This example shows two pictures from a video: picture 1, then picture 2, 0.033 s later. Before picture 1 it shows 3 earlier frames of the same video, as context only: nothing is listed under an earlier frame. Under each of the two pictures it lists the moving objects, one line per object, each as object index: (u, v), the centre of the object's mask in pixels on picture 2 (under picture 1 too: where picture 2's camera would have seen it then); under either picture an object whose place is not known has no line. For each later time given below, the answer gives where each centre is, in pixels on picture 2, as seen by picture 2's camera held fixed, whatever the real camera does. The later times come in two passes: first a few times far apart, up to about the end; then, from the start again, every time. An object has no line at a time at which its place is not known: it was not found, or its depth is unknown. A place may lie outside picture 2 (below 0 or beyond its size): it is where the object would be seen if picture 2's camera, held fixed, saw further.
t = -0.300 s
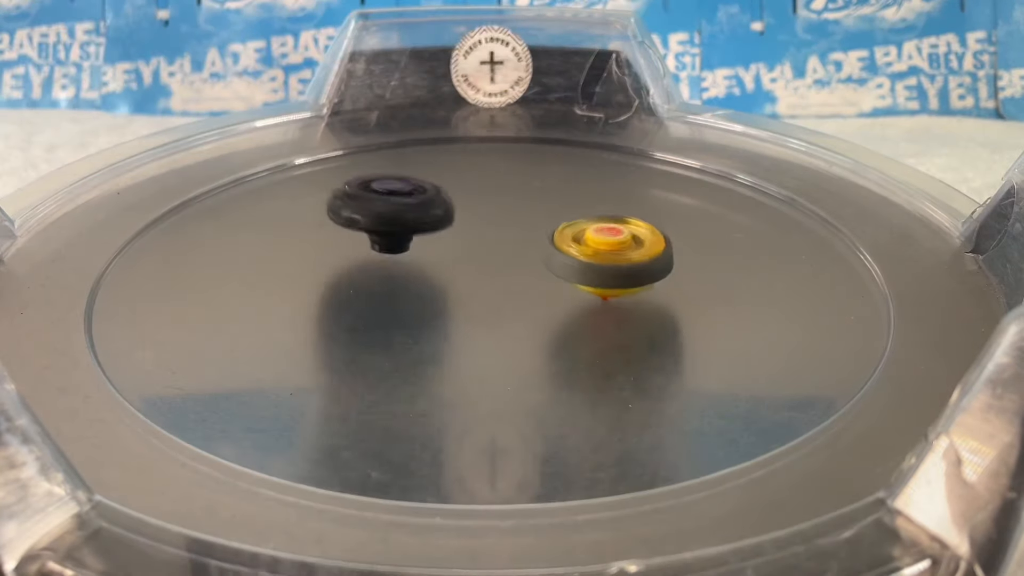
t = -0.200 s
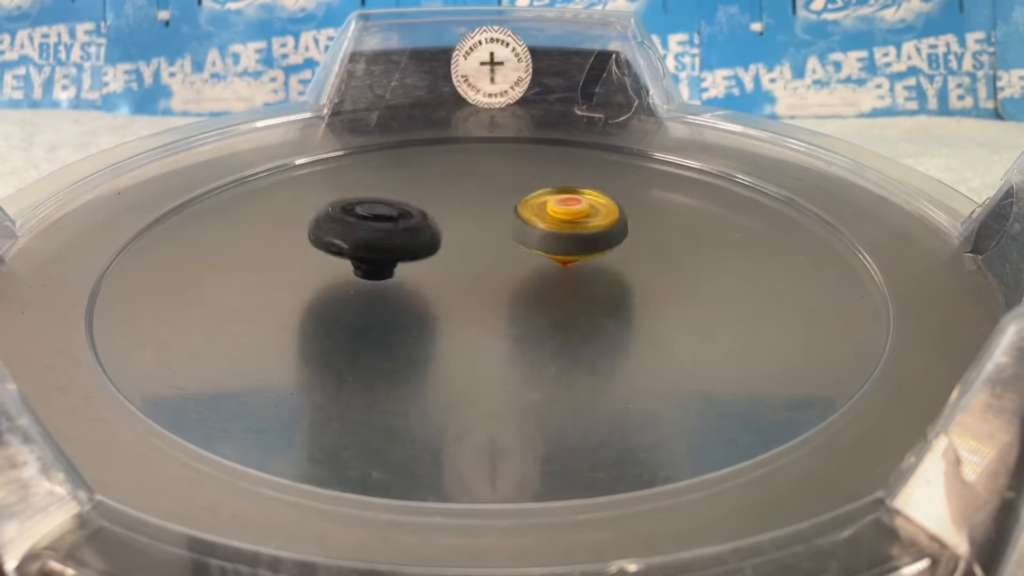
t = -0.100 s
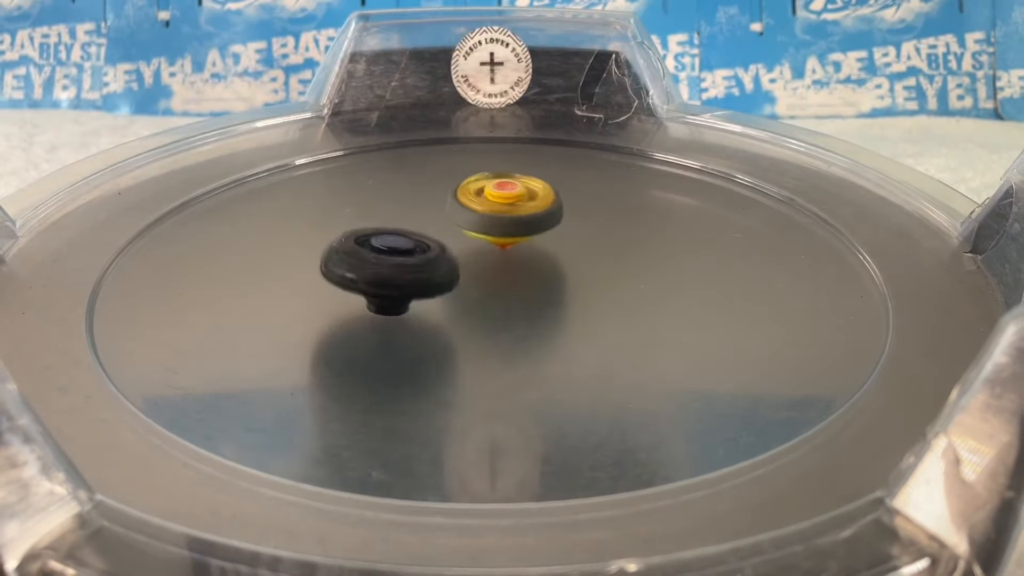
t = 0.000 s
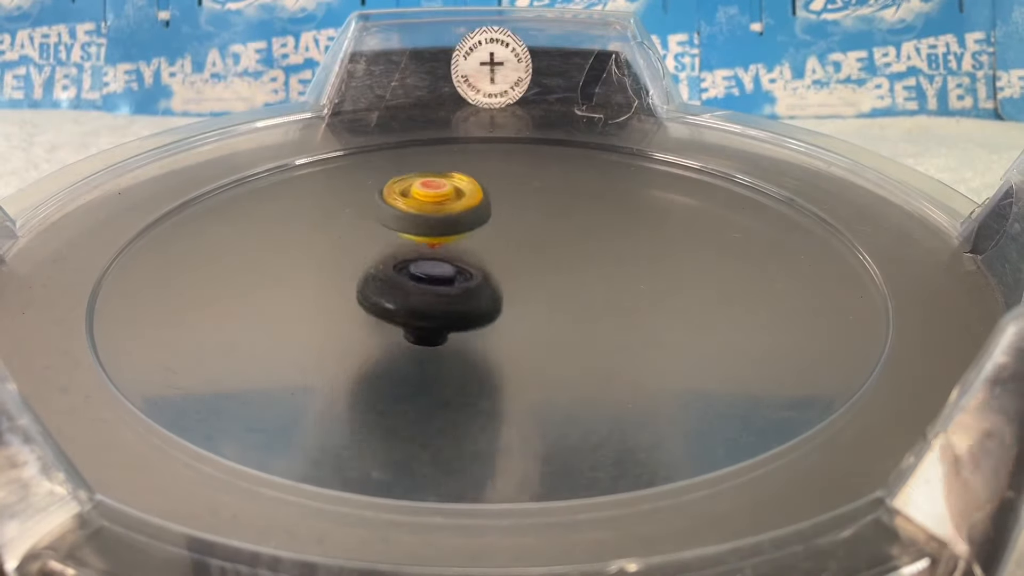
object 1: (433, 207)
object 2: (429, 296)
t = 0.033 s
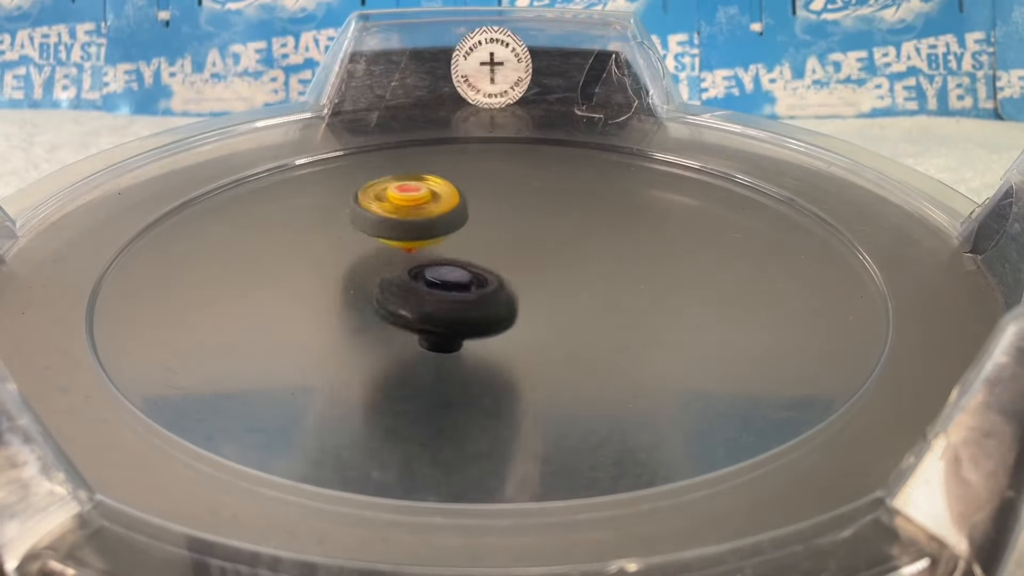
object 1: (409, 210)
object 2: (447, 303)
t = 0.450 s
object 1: (496, 332)
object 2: (499, 252)
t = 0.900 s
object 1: (565, 194)
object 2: (420, 234)
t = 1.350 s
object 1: (514, 145)
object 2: (452, 390)
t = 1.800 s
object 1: (538, 294)
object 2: (626, 214)
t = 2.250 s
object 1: (627, 198)
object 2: (495, 224)
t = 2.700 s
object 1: (554, 210)
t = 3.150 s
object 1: (456, 206)
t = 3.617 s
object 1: (690, 332)
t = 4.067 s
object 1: (646, 230)
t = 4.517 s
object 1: (412, 345)
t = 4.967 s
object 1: (651, 328)
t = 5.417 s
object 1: (371, 267)
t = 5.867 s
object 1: (405, 343)
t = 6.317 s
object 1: (467, 238)
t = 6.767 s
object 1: (354, 260)
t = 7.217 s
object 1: (538, 258)
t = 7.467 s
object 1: (544, 221)
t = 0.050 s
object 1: (397, 213)
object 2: (452, 304)
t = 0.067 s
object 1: (387, 216)
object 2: (461, 307)
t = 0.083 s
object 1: (376, 220)
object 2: (468, 308)
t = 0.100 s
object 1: (367, 223)
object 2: (475, 308)
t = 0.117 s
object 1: (358, 228)
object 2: (481, 308)
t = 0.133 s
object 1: (350, 234)
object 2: (486, 308)
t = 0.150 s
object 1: (343, 239)
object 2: (492, 307)
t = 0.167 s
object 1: (338, 245)
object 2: (497, 306)
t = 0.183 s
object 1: (335, 252)
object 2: (501, 304)
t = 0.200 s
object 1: (333, 258)
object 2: (505, 302)
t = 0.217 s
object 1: (332, 265)
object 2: (507, 300)
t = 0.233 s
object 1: (333, 272)
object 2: (510, 297)
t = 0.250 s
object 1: (337, 278)
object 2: (512, 294)
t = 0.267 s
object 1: (341, 285)
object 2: (513, 291)
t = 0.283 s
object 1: (348, 292)
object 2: (513, 288)
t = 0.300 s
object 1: (356, 299)
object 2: (513, 285)
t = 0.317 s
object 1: (366, 305)
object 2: (513, 282)
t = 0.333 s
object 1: (378, 311)
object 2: (513, 278)
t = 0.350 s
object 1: (391, 316)
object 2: (512, 275)
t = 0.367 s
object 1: (406, 321)
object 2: (511, 271)
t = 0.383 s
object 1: (421, 325)
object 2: (511, 267)
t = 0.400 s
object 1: (439, 328)
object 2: (509, 262)
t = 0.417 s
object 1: (456, 331)
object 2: (506, 257)
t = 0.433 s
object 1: (477, 332)
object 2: (502, 254)
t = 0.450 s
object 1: (496, 332)
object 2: (499, 252)
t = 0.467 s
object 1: (513, 332)
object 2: (495, 249)
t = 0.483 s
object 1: (533, 329)
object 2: (492, 248)
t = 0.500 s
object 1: (550, 326)
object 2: (489, 247)
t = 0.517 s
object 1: (567, 323)
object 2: (486, 245)
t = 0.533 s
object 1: (583, 320)
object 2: (483, 243)
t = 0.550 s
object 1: (599, 315)
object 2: (479, 241)
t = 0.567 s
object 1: (613, 309)
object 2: (476, 239)
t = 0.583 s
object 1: (625, 303)
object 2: (472, 238)
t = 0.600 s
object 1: (635, 296)
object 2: (468, 236)
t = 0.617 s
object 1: (643, 289)
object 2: (465, 235)
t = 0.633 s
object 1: (650, 282)
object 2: (461, 233)
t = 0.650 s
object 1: (654, 275)
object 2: (458, 232)
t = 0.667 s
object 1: (658, 268)
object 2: (454, 231)
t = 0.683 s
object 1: (659, 261)
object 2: (450, 230)
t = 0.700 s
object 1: (660, 254)
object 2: (447, 230)
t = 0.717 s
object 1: (658, 247)
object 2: (444, 229)
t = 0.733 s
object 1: (655, 240)
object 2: (441, 229)
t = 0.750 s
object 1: (650, 233)
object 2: (438, 229)
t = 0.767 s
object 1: (644, 227)
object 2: (435, 229)
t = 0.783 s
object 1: (637, 221)
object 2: (433, 229)
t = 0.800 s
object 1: (629, 216)
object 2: (430, 230)
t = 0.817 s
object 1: (621, 211)
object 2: (429, 230)
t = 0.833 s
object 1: (611, 207)
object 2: (427, 231)
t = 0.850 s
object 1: (600, 203)
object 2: (425, 231)
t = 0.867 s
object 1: (588, 199)
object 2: (423, 232)
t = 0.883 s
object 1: (576, 196)
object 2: (422, 233)
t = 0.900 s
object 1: (565, 194)
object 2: (420, 234)
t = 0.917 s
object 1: (552, 192)
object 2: (419, 235)
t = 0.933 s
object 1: (538, 190)
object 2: (419, 236)
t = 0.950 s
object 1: (524, 190)
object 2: (418, 237)
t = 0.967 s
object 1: (511, 189)
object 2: (419, 238)
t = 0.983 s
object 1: (498, 190)
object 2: (419, 240)
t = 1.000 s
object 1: (492, 186)
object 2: (410, 245)
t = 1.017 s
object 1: (503, 169)
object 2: (375, 263)
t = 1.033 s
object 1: (515, 154)
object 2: (342, 278)
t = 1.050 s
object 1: (525, 141)
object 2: (305, 292)
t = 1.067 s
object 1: (535, 129)
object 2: (268, 307)
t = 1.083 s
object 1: (542, 117)
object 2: (231, 319)
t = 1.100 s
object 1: (546, 107)
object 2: (193, 332)
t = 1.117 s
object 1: (548, 96)
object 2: (158, 343)
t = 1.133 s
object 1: (551, 91)
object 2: (141, 337)
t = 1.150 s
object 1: (554, 92)
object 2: (137, 330)
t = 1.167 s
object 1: (557, 99)
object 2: (134, 333)
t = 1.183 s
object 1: (557, 98)
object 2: (133, 347)
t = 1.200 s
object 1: (556, 98)
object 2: (139, 371)
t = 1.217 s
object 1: (554, 102)
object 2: (173, 390)
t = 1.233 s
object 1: (553, 103)
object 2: (208, 386)
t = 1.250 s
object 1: (551, 109)
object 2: (244, 385)
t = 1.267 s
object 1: (547, 114)
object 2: (281, 394)
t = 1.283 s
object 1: (542, 120)
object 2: (318, 404)
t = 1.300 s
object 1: (535, 126)
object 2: (352, 397)
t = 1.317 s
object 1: (529, 132)
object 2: (388, 399)
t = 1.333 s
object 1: (522, 138)
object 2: (420, 393)
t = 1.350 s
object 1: (514, 145)
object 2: (452, 390)
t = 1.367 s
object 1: (504, 151)
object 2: (482, 383)
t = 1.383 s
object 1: (493, 158)
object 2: (509, 377)
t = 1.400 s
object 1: (483, 166)
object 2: (534, 368)
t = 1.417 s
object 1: (475, 174)
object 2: (558, 360)
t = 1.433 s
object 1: (466, 181)
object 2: (578, 351)
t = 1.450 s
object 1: (459, 187)
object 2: (596, 342)
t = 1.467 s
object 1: (449, 194)
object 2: (611, 332)
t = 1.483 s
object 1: (439, 201)
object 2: (626, 323)
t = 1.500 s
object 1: (432, 208)
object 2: (637, 313)
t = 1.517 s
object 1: (425, 214)
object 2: (647, 304)
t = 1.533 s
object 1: (421, 219)
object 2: (654, 295)
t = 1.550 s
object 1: (417, 226)
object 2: (660, 286)
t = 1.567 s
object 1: (416, 232)
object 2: (664, 277)
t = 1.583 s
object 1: (417, 238)
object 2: (667, 270)
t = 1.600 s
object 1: (419, 244)
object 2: (668, 262)
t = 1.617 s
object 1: (422, 249)
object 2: (668, 255)
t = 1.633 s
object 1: (427, 256)
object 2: (667, 250)
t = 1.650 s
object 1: (433, 261)
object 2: (665, 244)
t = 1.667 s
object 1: (441, 267)
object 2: (663, 239)
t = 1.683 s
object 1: (450, 272)
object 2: (659, 235)
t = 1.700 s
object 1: (459, 277)
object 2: (656, 231)
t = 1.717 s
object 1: (470, 282)
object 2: (651, 228)
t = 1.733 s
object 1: (483, 286)
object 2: (647, 225)
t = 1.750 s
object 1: (496, 290)
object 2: (642, 221)
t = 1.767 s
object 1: (511, 292)
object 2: (637, 219)
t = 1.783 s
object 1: (525, 293)
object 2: (631, 216)
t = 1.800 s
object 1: (538, 294)
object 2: (626, 214)
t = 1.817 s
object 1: (554, 294)
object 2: (620, 212)
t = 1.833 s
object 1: (569, 293)
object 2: (614, 210)
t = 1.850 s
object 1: (583, 292)
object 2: (608, 208)
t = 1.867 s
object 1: (599, 289)
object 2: (602, 206)
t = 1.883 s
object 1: (612, 287)
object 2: (596, 206)
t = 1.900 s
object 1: (624, 284)
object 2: (590, 205)
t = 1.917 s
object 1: (637, 279)
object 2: (584, 204)
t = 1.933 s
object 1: (647, 275)
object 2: (578, 204)
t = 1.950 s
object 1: (656, 271)
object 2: (572, 204)
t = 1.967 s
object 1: (665, 266)
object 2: (566, 204)
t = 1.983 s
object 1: (672, 261)
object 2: (560, 204)
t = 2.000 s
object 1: (677, 255)
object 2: (555, 205)
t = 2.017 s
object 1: (687, 249)
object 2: (549, 205)
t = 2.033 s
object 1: (687, 245)
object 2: (544, 206)
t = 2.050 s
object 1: (688, 239)
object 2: (538, 207)
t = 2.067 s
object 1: (689, 233)
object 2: (533, 208)
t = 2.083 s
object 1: (687, 229)
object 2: (529, 209)
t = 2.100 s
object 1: (686, 224)
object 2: (524, 210)
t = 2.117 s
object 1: (684, 219)
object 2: (521, 212)
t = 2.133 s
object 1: (678, 215)
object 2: (516, 213)
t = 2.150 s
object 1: (673, 211)
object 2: (513, 215)
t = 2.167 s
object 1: (667, 208)
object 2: (509, 216)
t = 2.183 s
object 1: (661, 204)
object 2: (506, 218)
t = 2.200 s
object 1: (653, 202)
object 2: (503, 219)
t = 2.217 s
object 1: (644, 200)
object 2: (500, 221)
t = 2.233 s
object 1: (636, 198)
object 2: (498, 223)
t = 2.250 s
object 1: (627, 198)
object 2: (495, 224)
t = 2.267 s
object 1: (618, 197)
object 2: (494, 225)
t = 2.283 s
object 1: (609, 197)
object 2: (493, 227)
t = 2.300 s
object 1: (601, 196)
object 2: (490, 229)
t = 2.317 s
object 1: (602, 192)
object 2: (476, 233)
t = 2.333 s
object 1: (604, 190)
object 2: (461, 238)
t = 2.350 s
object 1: (602, 189)
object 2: (448, 242)
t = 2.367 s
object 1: (600, 188)
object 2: (437, 246)
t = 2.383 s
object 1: (594, 188)
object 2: (425, 251)
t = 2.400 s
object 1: (586, 189)
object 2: (416, 255)
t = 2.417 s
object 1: (578, 191)
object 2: (407, 259)
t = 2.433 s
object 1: (570, 193)
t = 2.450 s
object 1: (561, 195)
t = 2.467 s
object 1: (553, 198)
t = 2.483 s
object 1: (545, 201)
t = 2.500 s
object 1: (537, 204)
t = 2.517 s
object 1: (530, 208)
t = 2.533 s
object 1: (523, 212)
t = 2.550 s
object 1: (517, 216)
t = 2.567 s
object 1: (511, 221)
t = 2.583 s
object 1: (504, 226)
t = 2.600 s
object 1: (501, 231)
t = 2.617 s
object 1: (498, 236)
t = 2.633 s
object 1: (498, 238)
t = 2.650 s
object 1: (498, 242)
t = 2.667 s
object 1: (514, 233)
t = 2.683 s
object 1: (532, 220)
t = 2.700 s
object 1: (554, 210)
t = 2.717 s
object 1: (568, 198)
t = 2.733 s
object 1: (578, 189)
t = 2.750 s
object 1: (590, 181)
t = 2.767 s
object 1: (598, 173)
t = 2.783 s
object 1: (605, 168)
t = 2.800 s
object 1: (612, 163)
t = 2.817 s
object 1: (615, 158)
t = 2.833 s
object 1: (617, 155)
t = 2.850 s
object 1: (618, 154)
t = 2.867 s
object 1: (615, 153)
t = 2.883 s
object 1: (611, 153)
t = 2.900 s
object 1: (605, 153)
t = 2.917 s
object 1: (595, 155)
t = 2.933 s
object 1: (588, 156)
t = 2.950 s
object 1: (577, 158)
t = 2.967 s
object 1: (566, 161)
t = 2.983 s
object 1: (557, 163)
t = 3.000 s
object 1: (545, 165)
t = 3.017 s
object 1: (533, 168)
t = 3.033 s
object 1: (521, 171)
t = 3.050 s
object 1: (510, 175)
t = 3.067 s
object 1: (500, 179)
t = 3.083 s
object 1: (492, 184)
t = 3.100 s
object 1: (483, 188)
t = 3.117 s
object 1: (474, 194)
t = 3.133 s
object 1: (465, 199)
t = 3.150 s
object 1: (456, 206)
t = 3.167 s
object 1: (450, 212)
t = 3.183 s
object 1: (444, 219)
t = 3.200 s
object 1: (438, 227)
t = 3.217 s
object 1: (434, 234)
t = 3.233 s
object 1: (431, 242)
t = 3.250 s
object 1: (428, 250)
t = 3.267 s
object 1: (427, 257)
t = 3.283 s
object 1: (427, 266)
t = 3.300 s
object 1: (429, 273)
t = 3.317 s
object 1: (431, 281)
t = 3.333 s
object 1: (437, 290)
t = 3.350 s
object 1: (443, 297)
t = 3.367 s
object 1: (451, 304)
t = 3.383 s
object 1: (461, 311)
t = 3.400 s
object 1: (472, 317)
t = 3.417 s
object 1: (484, 323)
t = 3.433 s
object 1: (498, 328)
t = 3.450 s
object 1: (513, 332)
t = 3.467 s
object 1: (530, 337)
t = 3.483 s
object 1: (546, 338)
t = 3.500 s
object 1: (564, 341)
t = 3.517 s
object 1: (582, 342)
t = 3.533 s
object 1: (601, 342)
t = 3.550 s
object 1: (621, 342)
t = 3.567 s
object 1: (639, 340)
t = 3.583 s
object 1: (656, 339)
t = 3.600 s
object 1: (674, 336)
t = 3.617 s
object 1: (690, 332)
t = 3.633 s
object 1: (706, 328)
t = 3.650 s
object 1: (719, 323)
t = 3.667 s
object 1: (732, 319)
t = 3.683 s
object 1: (743, 313)
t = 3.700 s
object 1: (752, 308)
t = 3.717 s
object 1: (761, 302)
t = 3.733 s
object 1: (767, 296)
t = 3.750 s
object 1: (772, 292)
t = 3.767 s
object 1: (775, 285)
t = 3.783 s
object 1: (778, 280)
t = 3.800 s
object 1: (779, 274)
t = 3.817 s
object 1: (777, 270)
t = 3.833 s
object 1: (776, 264)
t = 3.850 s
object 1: (772, 259)
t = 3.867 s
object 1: (768, 255)
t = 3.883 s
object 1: (762, 250)
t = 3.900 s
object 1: (756, 247)
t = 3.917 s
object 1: (748, 243)
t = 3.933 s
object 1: (739, 240)
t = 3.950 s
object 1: (730, 237)
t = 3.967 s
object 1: (719, 235)
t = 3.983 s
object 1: (709, 233)
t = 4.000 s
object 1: (696, 231)
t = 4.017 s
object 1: (685, 231)
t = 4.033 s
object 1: (673, 230)
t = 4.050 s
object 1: (659, 230)
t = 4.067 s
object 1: (646, 230)
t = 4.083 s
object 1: (632, 231)
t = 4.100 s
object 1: (618, 232)
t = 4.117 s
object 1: (604, 233)
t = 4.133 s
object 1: (591, 236)
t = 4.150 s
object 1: (577, 237)
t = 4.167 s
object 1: (563, 240)
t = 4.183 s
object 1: (550, 242)
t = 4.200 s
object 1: (536, 246)
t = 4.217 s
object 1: (523, 249)
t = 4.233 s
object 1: (509, 252)
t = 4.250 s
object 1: (497, 257)
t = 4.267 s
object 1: (485, 261)
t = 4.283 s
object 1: (473, 266)
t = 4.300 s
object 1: (462, 270)
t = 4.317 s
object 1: (451, 275)
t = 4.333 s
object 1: (442, 280)
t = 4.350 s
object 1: (432, 286)
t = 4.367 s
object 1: (426, 291)
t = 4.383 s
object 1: (419, 297)
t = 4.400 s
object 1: (413, 303)
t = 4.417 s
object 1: (409, 309)
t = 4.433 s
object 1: (406, 315)
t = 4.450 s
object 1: (405, 321)
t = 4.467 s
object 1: (403, 328)
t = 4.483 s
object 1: (406, 333)
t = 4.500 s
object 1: (407, 339)
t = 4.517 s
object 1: (412, 345)
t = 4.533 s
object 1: (416, 351)
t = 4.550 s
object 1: (424, 356)
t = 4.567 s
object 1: (431, 360)
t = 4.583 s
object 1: (441, 365)
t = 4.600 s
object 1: (451, 368)
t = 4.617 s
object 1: (463, 373)
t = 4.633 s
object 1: (476, 374)
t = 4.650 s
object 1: (488, 378)
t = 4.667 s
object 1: (502, 379)
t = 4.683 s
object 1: (515, 380)
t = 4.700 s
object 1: (530, 381)
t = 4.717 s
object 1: (542, 381)
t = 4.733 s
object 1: (557, 380)
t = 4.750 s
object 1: (569, 378)
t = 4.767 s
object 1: (582, 377)
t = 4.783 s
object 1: (593, 374)
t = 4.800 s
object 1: (605, 372)
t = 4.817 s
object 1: (615, 368)
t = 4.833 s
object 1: (624, 365)
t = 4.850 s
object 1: (631, 360)
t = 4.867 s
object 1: (639, 356)
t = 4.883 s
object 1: (644, 352)
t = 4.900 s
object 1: (648, 348)
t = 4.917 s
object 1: (650, 342)
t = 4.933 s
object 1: (652, 338)
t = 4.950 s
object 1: (652, 333)
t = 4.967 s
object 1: (651, 328)
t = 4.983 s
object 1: (648, 323)
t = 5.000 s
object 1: (645, 318)
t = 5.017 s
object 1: (640, 313)
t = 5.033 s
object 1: (634, 309)
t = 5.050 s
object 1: (627, 304)
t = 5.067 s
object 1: (620, 300)
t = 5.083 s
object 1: (611, 296)
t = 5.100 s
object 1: (602, 293)
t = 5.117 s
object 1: (593, 288)
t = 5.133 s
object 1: (582, 285)
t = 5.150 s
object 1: (572, 281)
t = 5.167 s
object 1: (560, 279)
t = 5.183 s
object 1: (548, 275)
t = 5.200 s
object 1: (536, 273)
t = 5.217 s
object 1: (524, 271)
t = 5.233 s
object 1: (511, 268)
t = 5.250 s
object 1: (498, 267)
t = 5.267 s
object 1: (485, 266)
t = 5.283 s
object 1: (472, 264)
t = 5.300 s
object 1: (458, 263)
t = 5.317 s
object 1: (445, 262)
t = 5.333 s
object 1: (432, 263)
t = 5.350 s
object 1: (419, 263)
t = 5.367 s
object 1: (406, 263)
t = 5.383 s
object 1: (394, 264)
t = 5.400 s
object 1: (382, 265)
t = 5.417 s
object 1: (371, 267)
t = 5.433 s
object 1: (359, 268)
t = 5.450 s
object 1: (349, 271)
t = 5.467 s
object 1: (340, 273)
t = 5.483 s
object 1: (330, 276)
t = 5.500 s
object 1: (322, 279)
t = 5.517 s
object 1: (315, 282)
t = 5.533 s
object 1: (309, 286)
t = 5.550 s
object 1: (303, 290)
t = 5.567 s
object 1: (299, 294)
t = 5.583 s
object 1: (296, 298)
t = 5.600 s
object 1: (295, 302)
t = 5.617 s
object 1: (294, 306)
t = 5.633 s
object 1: (295, 311)
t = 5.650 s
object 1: (296, 315)
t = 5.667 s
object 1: (301, 319)
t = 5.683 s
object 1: (304, 323)
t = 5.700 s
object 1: (311, 326)
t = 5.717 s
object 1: (316, 330)
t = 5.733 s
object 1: (325, 333)
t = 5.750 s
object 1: (332, 336)
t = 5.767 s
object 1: (342, 338)
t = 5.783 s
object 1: (351, 340)
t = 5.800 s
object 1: (362, 341)
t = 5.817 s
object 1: (372, 343)
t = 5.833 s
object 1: (383, 343)
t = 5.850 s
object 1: (393, 344)
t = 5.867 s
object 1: (405, 343)
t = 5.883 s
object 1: (416, 343)
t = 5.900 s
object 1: (426, 341)
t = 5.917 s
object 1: (438, 340)
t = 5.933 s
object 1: (447, 338)
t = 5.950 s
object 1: (458, 335)
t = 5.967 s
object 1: (465, 332)
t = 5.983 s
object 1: (474, 328)
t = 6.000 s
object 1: (480, 326)
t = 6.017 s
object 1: (488, 320)
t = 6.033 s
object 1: (493, 317)
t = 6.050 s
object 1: (498, 312)
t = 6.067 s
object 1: (502, 308)
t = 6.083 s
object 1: (504, 303)
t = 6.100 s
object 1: (508, 298)
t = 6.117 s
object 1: (509, 293)
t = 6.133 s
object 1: (510, 288)
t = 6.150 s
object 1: (509, 283)
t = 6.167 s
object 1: (509, 277)
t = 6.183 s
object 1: (508, 273)
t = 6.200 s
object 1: (505, 268)
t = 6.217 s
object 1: (502, 263)
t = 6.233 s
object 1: (497, 258)
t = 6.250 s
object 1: (493, 253)
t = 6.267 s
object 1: (487, 249)
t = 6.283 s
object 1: (482, 245)
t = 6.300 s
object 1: (474, 242)
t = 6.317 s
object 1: (467, 238)
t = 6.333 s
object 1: (460, 235)
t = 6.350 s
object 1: (452, 232)
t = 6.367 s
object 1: (444, 230)
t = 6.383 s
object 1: (435, 227)
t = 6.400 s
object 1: (428, 225)
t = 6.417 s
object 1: (419, 224)
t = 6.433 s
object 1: (411, 223)
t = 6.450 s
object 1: (402, 223)
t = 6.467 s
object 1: (394, 221)
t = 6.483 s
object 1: (387, 222)
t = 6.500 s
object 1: (379, 222)
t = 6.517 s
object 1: (373, 223)
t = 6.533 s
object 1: (366, 224)
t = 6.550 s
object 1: (361, 226)
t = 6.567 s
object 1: (355, 228)
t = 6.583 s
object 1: (351, 229)
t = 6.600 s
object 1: (347, 233)
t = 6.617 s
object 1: (344, 235)
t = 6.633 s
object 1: (343, 238)
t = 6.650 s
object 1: (342, 240)
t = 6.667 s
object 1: (342, 243)
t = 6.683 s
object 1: (342, 247)
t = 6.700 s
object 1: (343, 248)
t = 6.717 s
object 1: (346, 252)
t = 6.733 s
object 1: (347, 255)
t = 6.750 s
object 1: (351, 258)
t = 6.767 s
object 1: (354, 260)
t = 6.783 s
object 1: (359, 262)
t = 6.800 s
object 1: (363, 266)
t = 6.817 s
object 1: (368, 267)
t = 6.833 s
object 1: (375, 270)
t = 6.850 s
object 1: (380, 272)
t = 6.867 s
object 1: (388, 274)
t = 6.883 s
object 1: (395, 276)
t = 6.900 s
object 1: (403, 277)
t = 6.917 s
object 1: (411, 279)
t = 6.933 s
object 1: (419, 280)
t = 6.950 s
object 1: (427, 280)
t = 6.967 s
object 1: (436, 282)
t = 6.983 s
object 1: (444, 281)
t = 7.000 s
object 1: (453, 282)
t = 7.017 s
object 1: (461, 281)
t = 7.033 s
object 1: (470, 280)
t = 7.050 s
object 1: (478, 280)
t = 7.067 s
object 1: (486, 278)
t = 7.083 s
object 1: (494, 278)
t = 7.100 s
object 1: (501, 275)
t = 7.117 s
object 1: (509, 274)
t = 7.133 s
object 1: (515, 272)
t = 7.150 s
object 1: (520, 268)
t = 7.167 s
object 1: (525, 267)
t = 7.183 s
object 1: (530, 264)
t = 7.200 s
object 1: (534, 260)
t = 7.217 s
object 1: (538, 258)
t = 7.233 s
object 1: (541, 255)
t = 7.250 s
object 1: (544, 252)
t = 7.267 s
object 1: (546, 249)
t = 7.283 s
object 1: (549, 246)
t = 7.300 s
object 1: (549, 244)
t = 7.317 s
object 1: (550, 241)
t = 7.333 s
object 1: (552, 239)
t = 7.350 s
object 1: (551, 236)
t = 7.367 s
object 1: (551, 233)
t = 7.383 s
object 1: (551, 232)
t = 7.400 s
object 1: (550, 229)
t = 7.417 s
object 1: (549, 226)
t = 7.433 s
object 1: (548, 225)
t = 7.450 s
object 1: (546, 222)
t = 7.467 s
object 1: (544, 221)
